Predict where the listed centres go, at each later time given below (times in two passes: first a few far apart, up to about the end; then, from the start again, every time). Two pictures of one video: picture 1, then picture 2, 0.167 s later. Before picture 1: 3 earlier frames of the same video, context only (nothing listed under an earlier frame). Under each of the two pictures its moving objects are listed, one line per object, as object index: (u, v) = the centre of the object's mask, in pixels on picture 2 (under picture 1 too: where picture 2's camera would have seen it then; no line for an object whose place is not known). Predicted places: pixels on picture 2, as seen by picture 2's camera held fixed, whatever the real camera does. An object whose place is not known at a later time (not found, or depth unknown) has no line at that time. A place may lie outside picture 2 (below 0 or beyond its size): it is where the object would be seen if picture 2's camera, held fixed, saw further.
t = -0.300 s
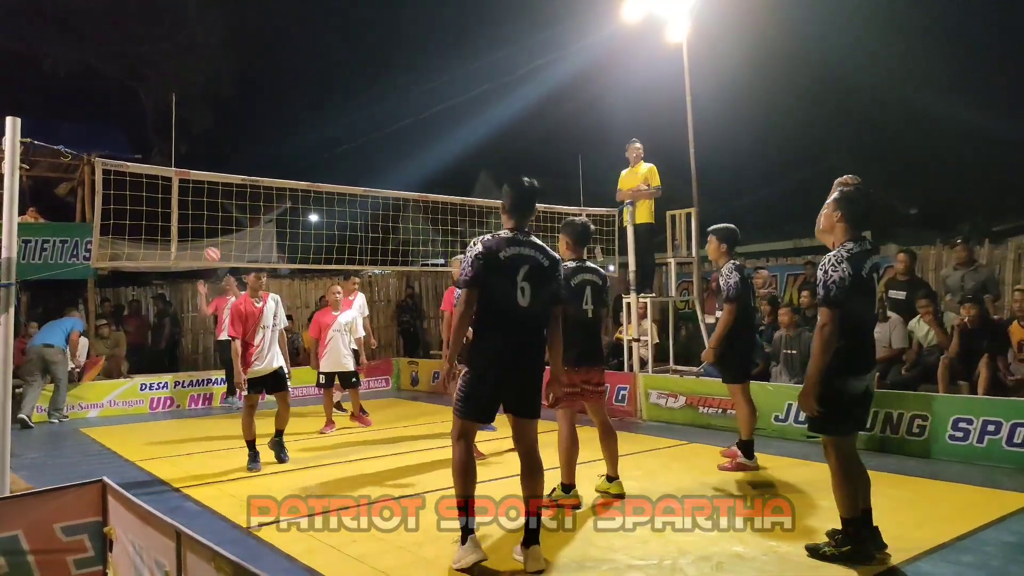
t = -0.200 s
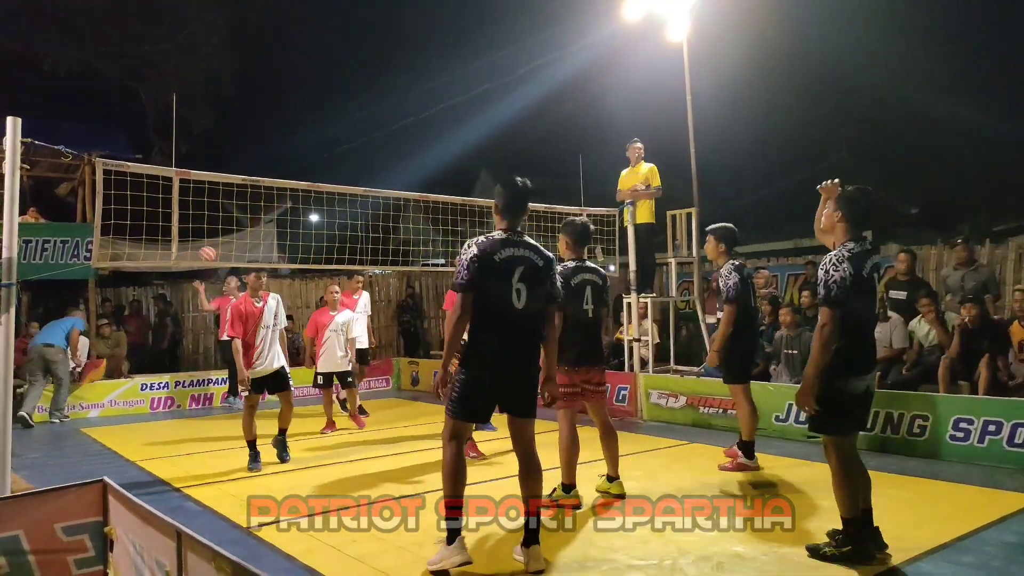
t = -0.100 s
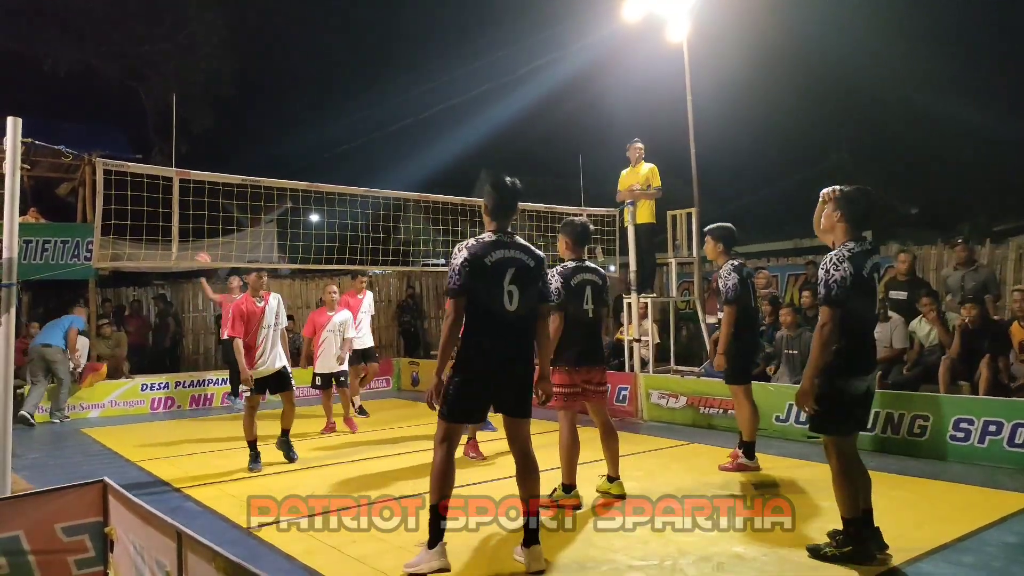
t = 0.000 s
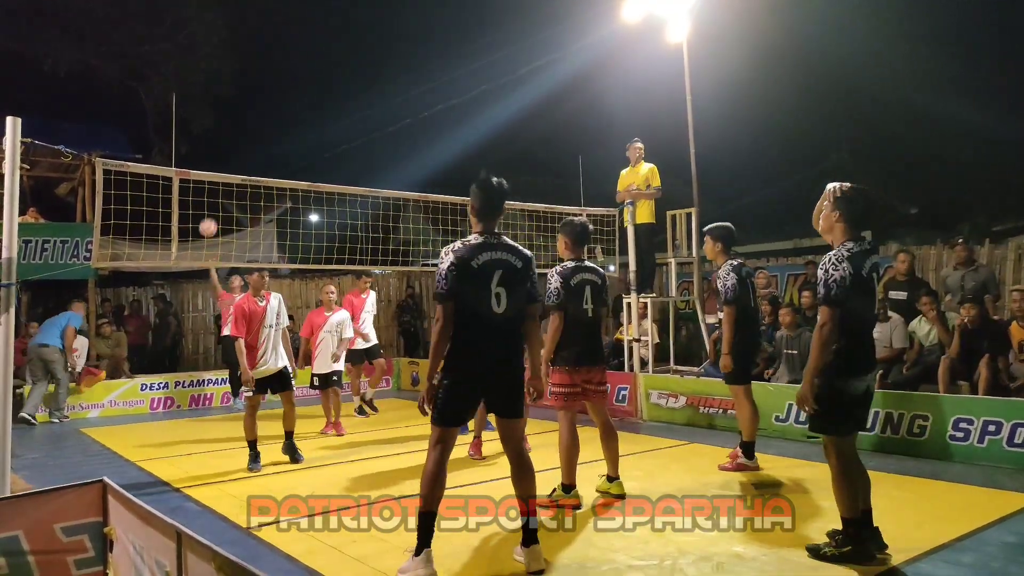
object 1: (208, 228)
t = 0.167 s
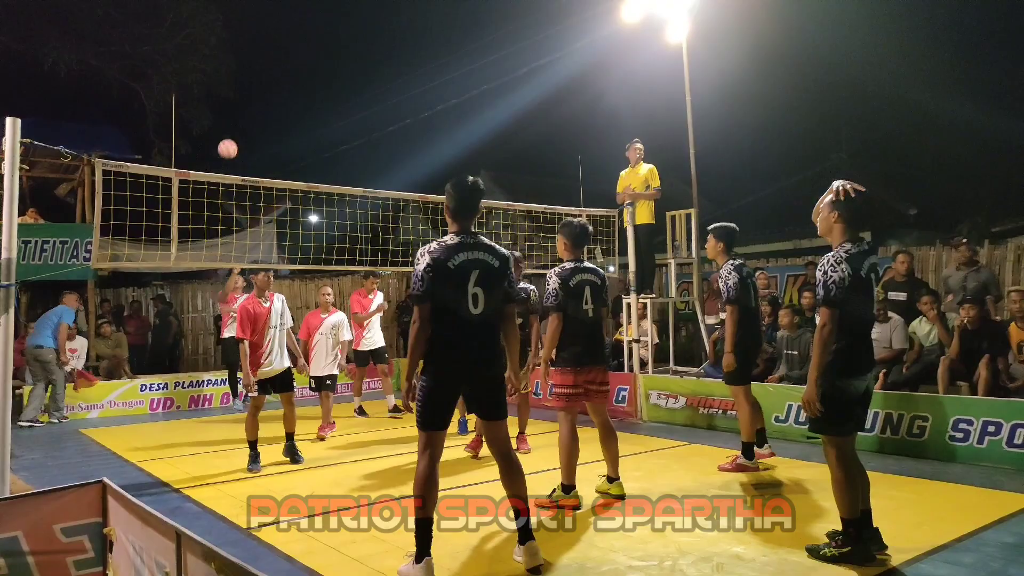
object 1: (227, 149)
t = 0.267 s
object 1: (240, 110)
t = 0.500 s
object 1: (275, 38)
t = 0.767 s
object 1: (325, 9)
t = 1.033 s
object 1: (393, 53)
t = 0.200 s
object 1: (231, 136)
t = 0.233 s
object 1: (236, 123)
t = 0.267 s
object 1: (240, 110)
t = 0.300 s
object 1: (245, 98)
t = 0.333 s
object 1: (249, 86)
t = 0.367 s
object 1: (254, 74)
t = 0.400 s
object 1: (260, 63)
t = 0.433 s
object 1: (263, 54)
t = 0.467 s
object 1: (269, 45)
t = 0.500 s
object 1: (275, 38)
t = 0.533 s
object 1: (280, 31)
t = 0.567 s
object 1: (285, 24)
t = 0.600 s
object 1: (293, 19)
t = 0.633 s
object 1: (299, 14)
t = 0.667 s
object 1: (305, 10)
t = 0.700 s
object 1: (312, 9)
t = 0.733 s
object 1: (319, 9)
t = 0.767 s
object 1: (325, 9)
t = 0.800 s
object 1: (333, 10)
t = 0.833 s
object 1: (342, 12)
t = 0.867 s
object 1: (349, 14)
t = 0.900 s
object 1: (357, 17)
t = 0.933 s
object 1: (366, 23)
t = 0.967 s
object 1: (375, 31)
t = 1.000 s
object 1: (383, 41)
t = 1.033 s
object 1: (393, 53)
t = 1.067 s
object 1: (403, 67)
